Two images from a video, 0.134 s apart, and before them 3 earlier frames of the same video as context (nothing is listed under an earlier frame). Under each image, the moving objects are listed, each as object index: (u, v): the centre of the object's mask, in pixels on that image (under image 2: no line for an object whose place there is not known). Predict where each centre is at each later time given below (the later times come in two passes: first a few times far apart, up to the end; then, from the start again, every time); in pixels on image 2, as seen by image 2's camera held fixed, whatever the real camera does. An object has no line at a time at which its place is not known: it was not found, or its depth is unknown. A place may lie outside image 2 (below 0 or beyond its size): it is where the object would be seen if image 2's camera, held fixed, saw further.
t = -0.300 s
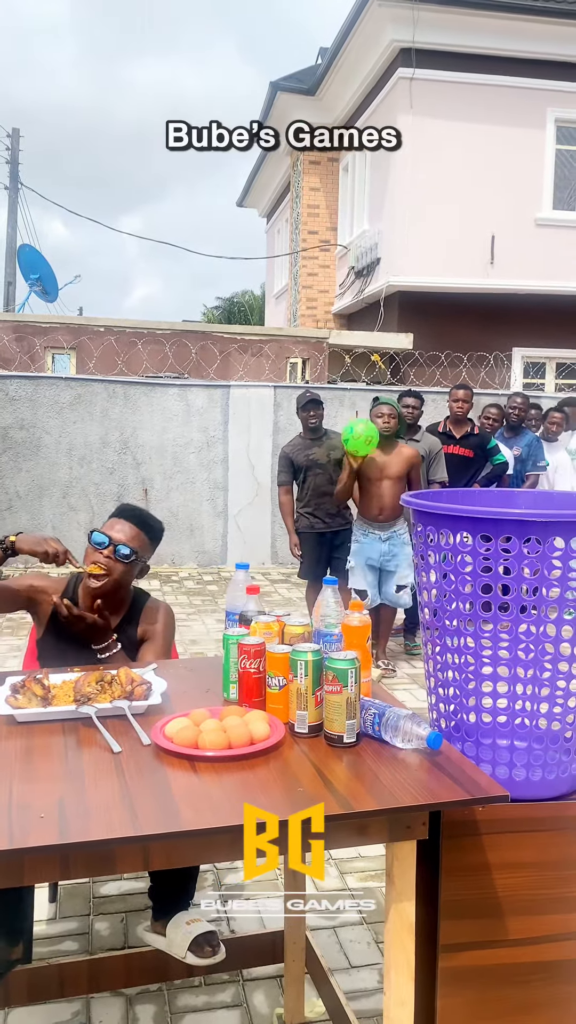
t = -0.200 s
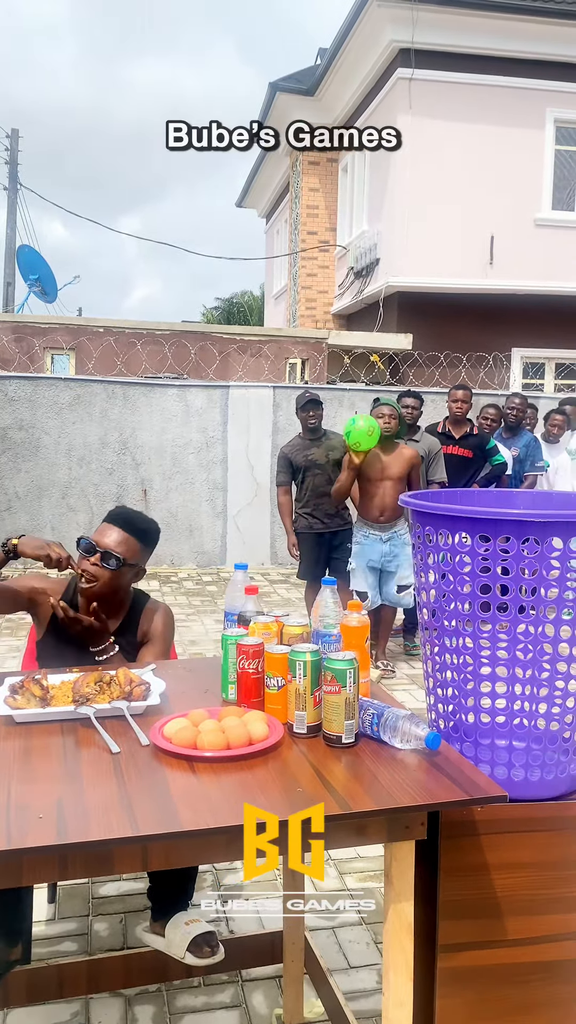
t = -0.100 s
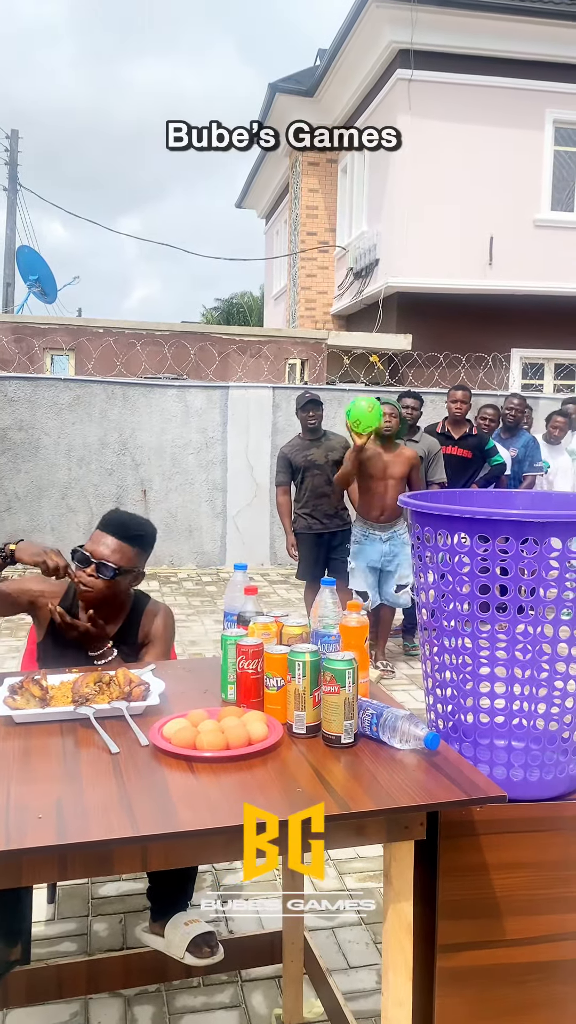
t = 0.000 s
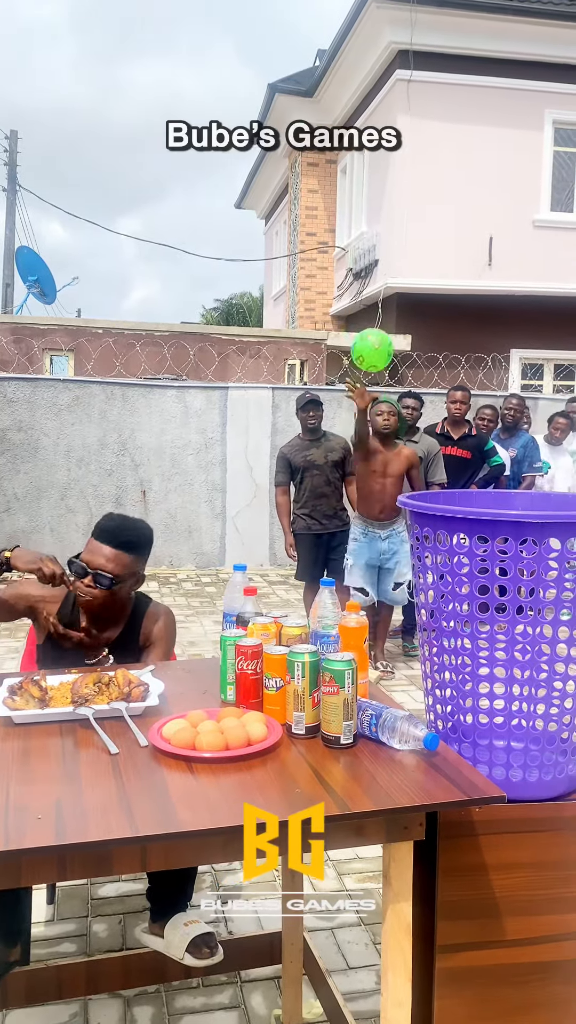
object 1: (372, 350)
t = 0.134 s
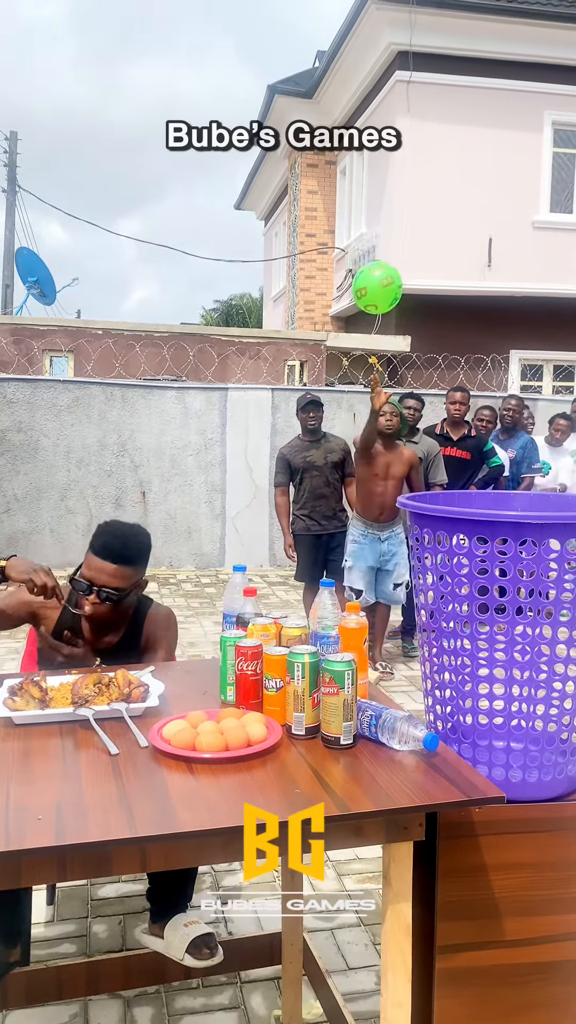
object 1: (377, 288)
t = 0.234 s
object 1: (385, 263)
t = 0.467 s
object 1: (414, 320)
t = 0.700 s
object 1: (394, 613)
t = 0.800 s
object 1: (404, 680)
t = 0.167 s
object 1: (379, 277)
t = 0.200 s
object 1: (381, 269)
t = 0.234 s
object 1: (385, 263)
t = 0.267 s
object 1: (390, 260)
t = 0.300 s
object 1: (394, 259)
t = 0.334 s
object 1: (398, 262)
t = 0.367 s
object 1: (402, 270)
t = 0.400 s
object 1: (406, 282)
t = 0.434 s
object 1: (410, 299)
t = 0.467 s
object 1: (414, 320)
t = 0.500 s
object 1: (417, 347)
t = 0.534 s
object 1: (420, 381)
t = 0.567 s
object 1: (422, 420)
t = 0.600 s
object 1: (422, 462)
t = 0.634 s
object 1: (405, 512)
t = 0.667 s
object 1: (397, 576)
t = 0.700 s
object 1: (394, 613)
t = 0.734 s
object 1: (396, 634)
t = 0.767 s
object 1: (401, 659)
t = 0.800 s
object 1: (404, 680)
